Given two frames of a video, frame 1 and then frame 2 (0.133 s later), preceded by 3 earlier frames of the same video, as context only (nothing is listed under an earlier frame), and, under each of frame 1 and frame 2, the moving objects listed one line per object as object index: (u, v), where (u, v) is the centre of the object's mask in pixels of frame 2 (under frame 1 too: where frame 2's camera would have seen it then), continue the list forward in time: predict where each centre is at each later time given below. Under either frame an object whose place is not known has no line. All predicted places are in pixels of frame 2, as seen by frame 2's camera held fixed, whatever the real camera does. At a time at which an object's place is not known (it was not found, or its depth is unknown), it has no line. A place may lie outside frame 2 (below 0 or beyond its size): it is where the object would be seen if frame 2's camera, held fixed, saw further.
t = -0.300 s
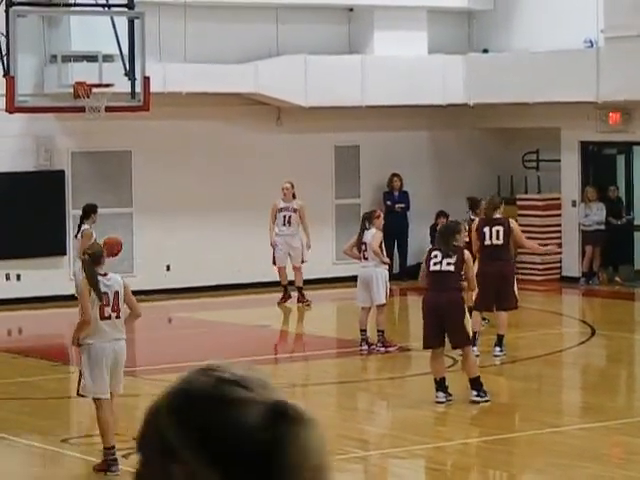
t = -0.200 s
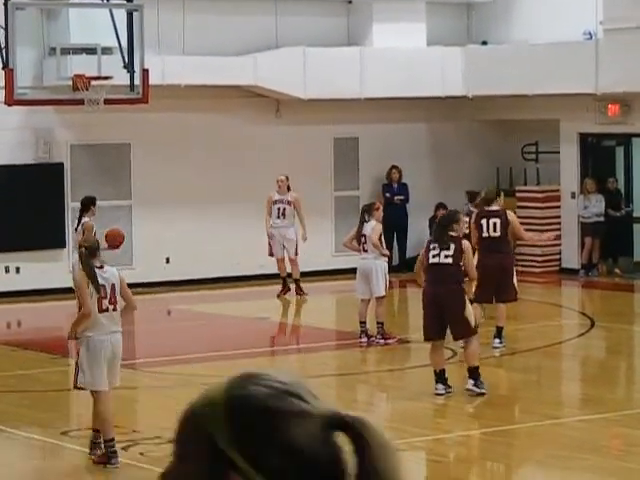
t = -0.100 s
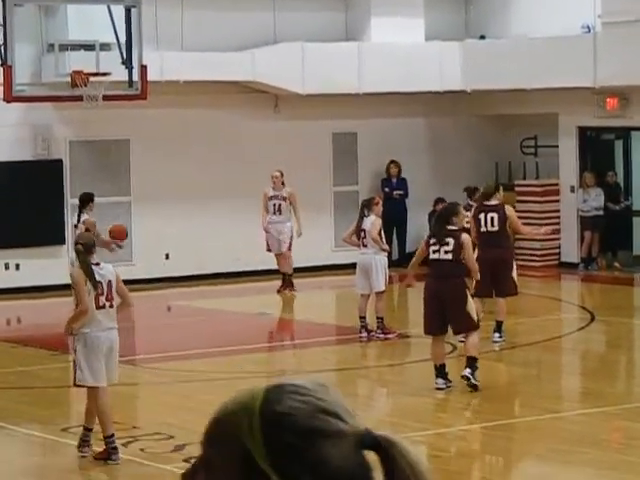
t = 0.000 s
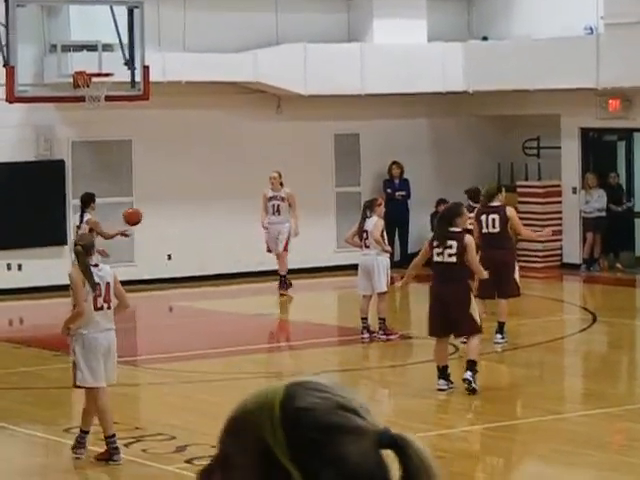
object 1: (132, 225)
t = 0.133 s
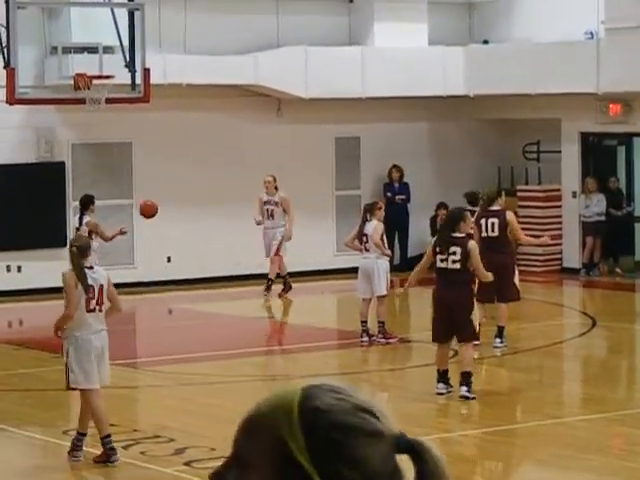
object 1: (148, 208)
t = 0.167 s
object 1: (152, 210)
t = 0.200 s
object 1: (156, 209)
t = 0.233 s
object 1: (161, 207)
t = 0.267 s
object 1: (164, 208)
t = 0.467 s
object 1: (187, 238)
